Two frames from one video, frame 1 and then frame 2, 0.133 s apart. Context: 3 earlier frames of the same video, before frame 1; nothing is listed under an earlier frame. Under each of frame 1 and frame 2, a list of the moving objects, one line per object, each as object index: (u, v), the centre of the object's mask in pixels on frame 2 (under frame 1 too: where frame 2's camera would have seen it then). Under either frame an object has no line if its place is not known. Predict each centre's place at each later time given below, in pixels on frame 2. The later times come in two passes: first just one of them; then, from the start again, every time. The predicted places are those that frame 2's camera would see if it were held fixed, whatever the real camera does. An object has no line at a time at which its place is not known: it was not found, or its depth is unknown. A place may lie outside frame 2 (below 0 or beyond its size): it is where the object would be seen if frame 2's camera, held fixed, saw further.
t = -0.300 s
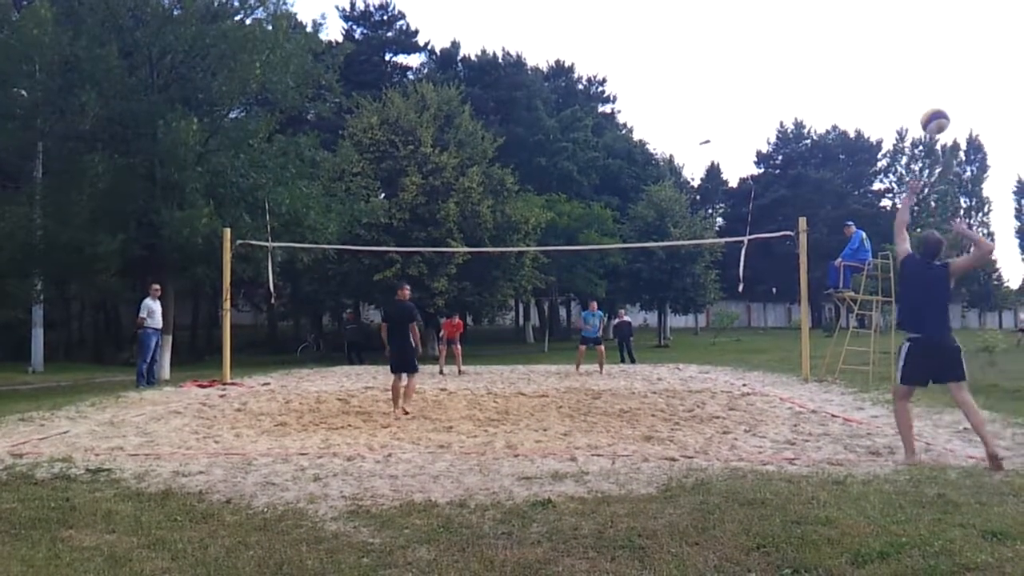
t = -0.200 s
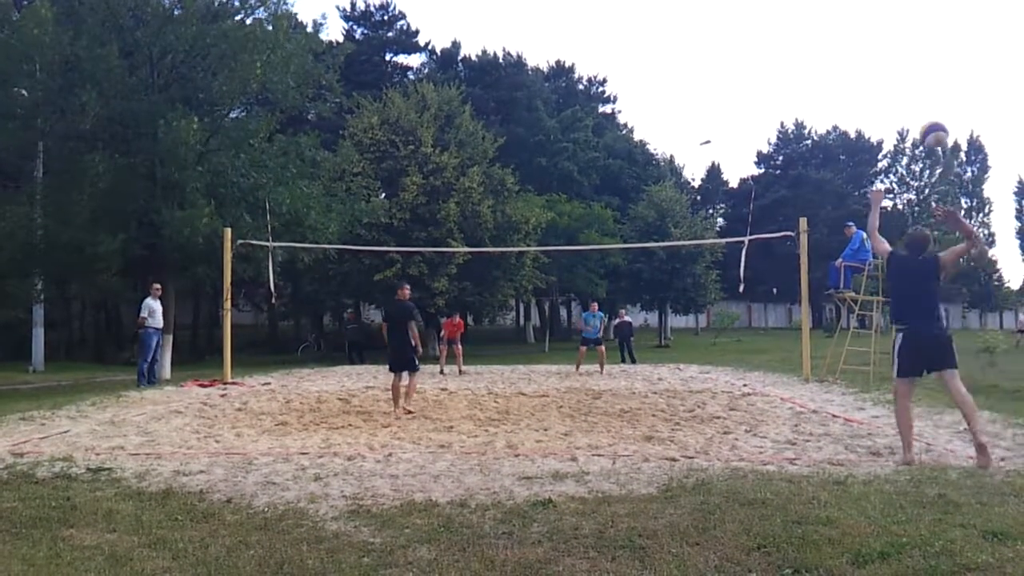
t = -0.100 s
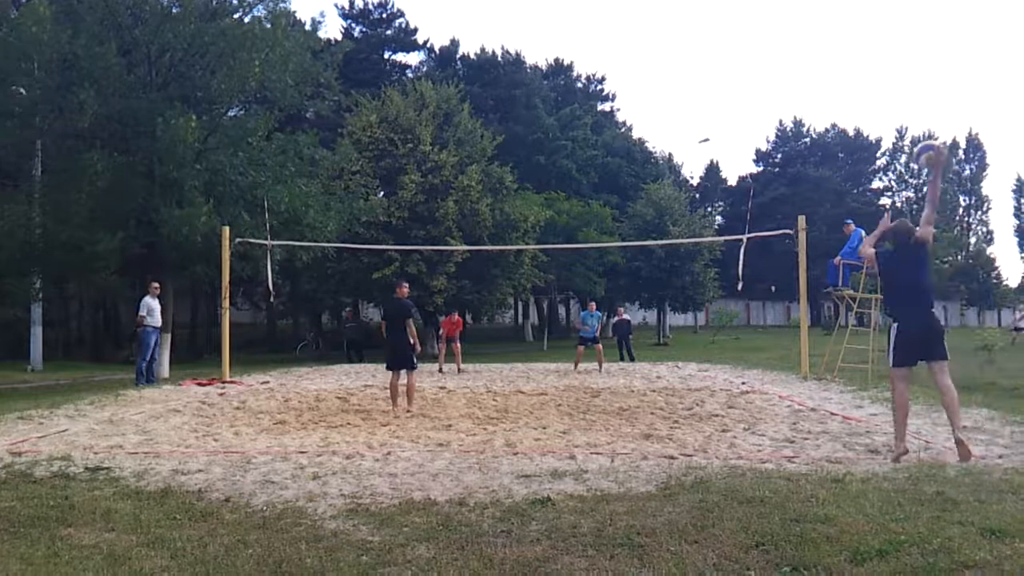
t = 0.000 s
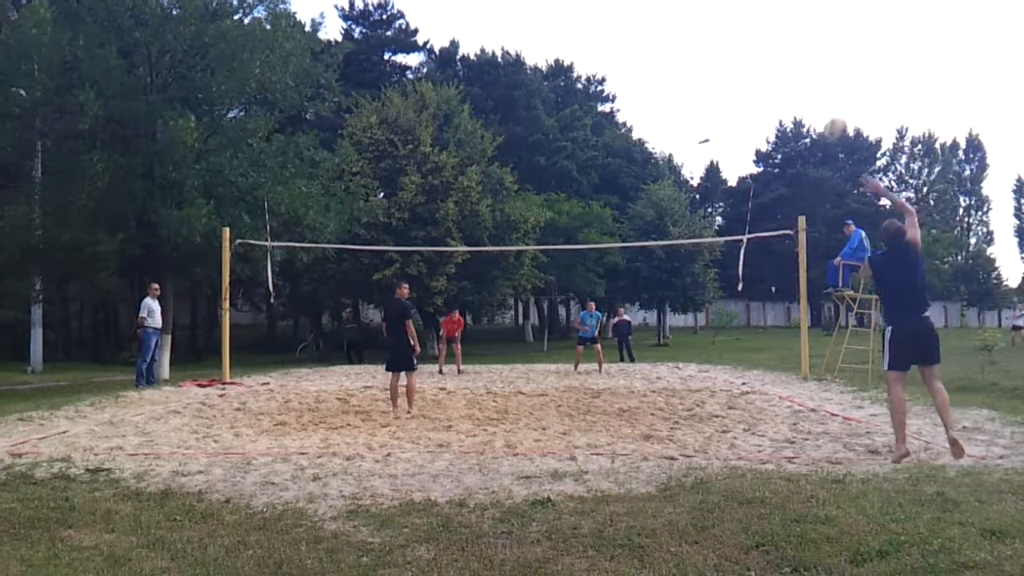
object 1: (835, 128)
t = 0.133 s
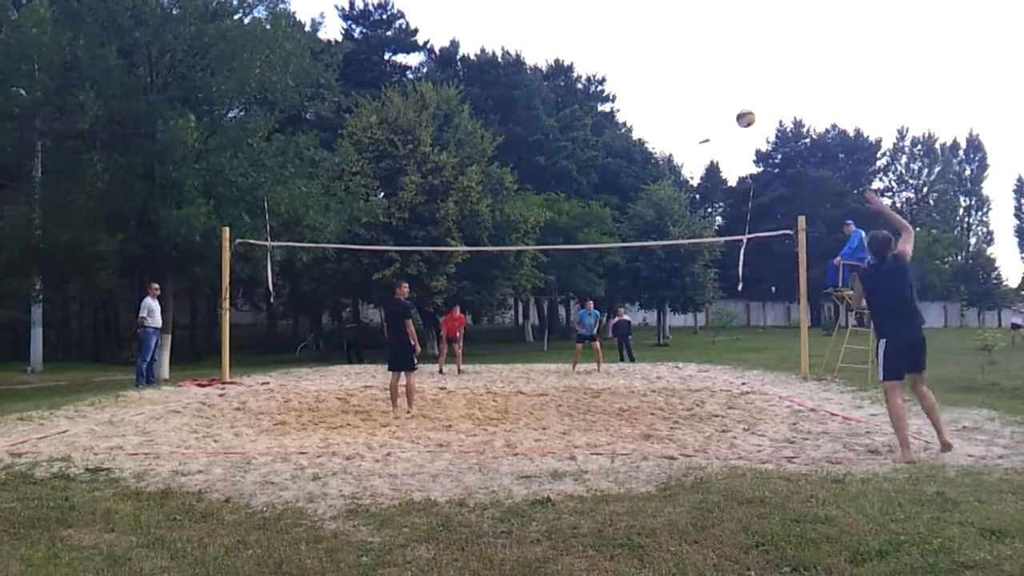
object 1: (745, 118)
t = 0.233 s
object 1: (696, 121)
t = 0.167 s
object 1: (727, 118)
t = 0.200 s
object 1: (711, 119)
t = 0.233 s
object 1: (696, 121)
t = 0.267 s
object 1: (682, 125)
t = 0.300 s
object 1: (669, 128)
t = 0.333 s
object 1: (658, 132)
